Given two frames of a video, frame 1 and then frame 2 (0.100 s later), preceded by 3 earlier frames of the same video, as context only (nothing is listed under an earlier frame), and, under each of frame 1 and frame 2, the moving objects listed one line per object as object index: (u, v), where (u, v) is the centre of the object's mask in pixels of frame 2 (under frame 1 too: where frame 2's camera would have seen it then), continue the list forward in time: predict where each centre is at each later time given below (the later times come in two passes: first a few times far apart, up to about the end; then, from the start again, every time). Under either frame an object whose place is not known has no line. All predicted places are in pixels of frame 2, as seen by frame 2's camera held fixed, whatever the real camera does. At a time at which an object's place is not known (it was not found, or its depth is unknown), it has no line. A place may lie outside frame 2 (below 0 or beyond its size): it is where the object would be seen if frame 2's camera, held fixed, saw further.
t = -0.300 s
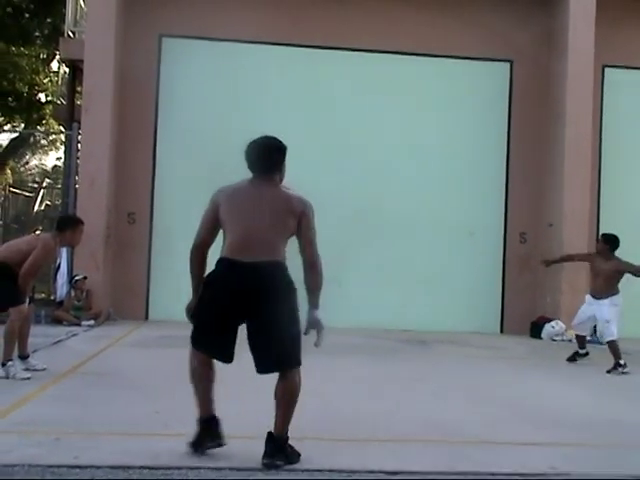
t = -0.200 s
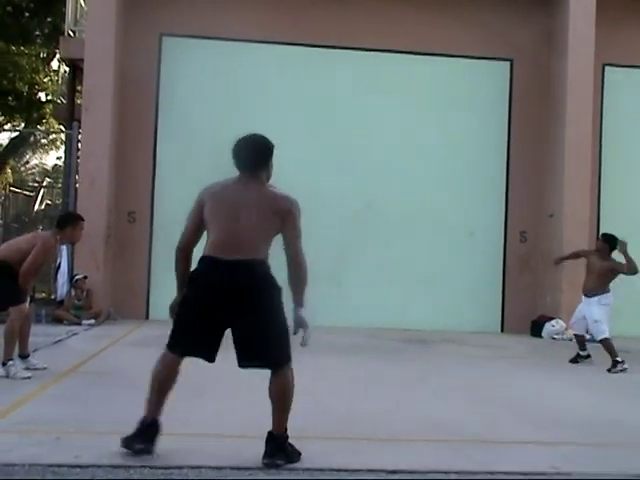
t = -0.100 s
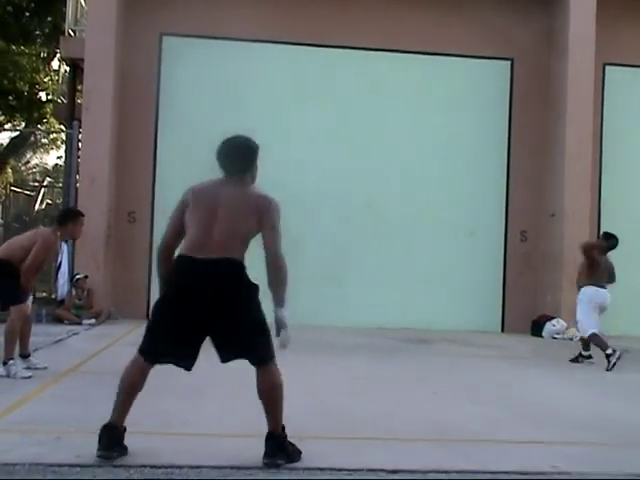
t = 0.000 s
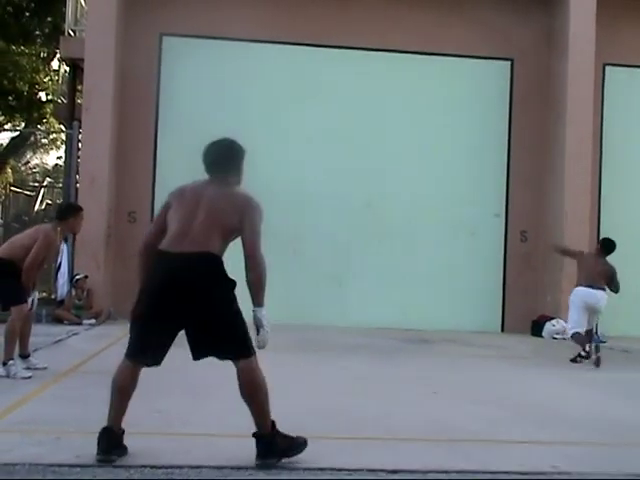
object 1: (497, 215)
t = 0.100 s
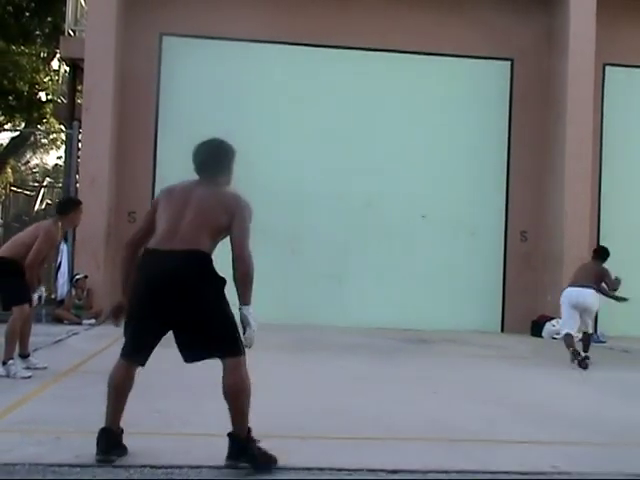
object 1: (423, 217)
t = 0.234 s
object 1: (392, 213)
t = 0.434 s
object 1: (390, 217)
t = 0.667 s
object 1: (383, 271)
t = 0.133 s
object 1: (404, 217)
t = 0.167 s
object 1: (392, 218)
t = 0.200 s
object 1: (392, 216)
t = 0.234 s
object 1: (392, 213)
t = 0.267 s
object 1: (392, 213)
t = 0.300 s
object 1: (391, 212)
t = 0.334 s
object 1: (392, 212)
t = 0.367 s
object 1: (391, 214)
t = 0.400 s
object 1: (391, 215)
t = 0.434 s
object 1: (390, 217)
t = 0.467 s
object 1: (390, 221)
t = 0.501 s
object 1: (389, 226)
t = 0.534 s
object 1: (388, 232)
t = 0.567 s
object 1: (387, 239)
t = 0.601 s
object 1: (386, 248)
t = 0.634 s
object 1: (384, 259)
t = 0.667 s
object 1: (383, 271)
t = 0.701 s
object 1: (381, 285)
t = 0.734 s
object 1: (379, 303)
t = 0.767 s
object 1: (377, 323)
